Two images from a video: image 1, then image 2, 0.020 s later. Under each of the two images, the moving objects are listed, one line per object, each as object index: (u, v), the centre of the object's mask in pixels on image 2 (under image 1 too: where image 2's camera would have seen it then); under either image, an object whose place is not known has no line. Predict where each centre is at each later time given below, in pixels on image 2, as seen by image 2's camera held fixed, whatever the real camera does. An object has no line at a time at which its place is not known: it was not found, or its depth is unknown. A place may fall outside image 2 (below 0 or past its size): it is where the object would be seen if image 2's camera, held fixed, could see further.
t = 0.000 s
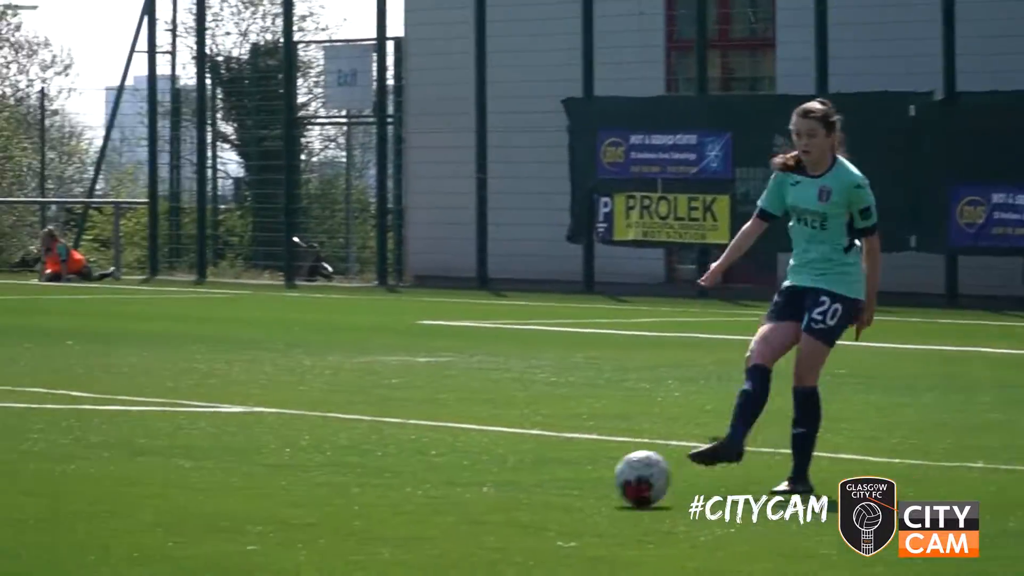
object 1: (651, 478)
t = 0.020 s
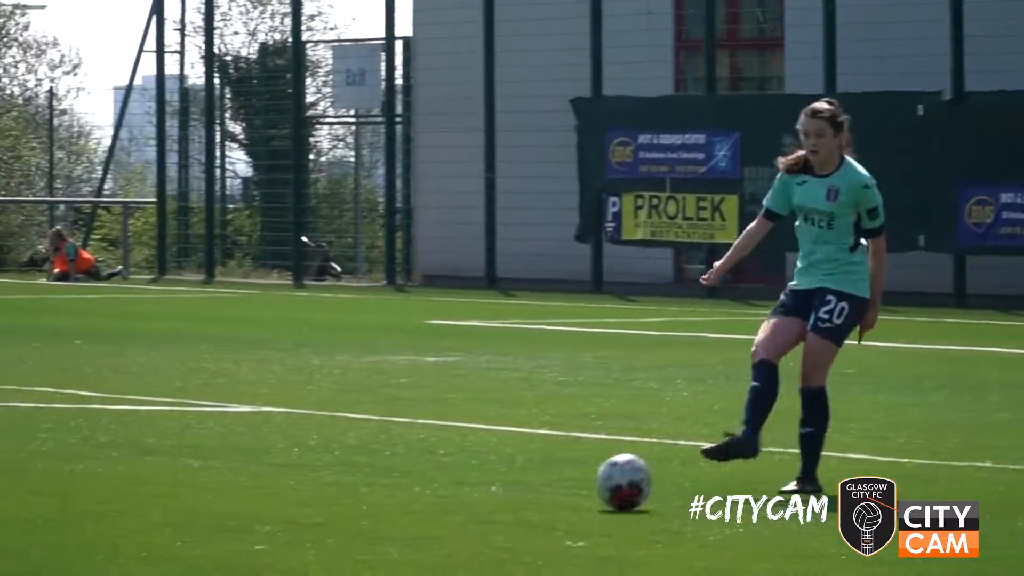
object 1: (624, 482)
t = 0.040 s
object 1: (596, 486)
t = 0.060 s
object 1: (568, 491)
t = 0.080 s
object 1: (542, 494)
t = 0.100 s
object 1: (516, 496)
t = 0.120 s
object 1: (490, 499)
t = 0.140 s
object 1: (463, 503)
